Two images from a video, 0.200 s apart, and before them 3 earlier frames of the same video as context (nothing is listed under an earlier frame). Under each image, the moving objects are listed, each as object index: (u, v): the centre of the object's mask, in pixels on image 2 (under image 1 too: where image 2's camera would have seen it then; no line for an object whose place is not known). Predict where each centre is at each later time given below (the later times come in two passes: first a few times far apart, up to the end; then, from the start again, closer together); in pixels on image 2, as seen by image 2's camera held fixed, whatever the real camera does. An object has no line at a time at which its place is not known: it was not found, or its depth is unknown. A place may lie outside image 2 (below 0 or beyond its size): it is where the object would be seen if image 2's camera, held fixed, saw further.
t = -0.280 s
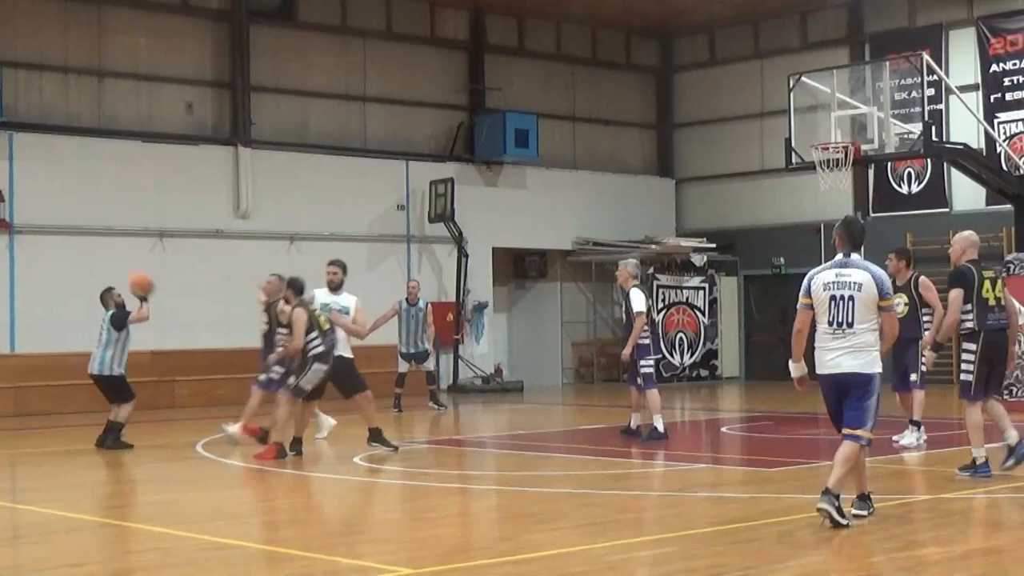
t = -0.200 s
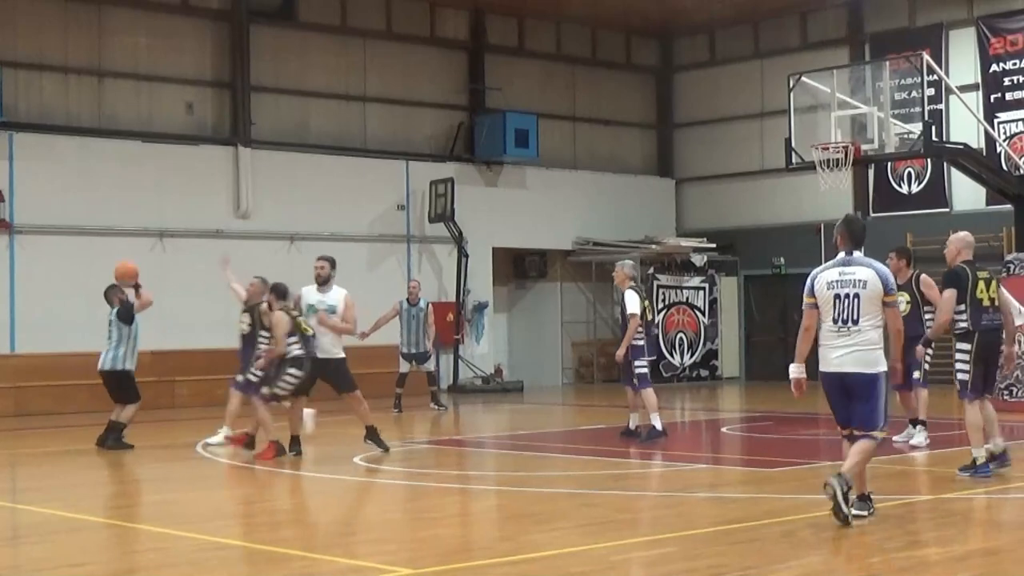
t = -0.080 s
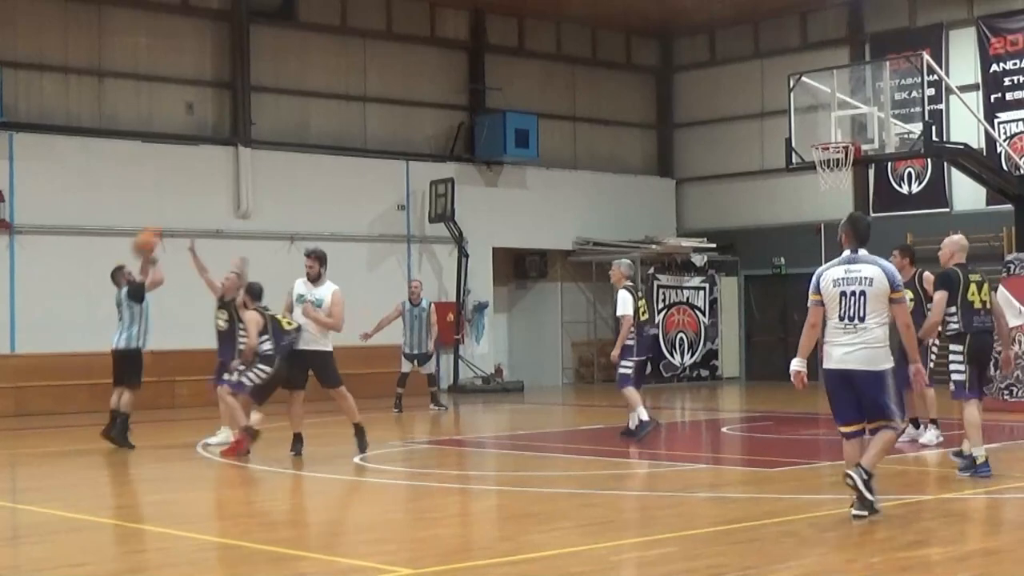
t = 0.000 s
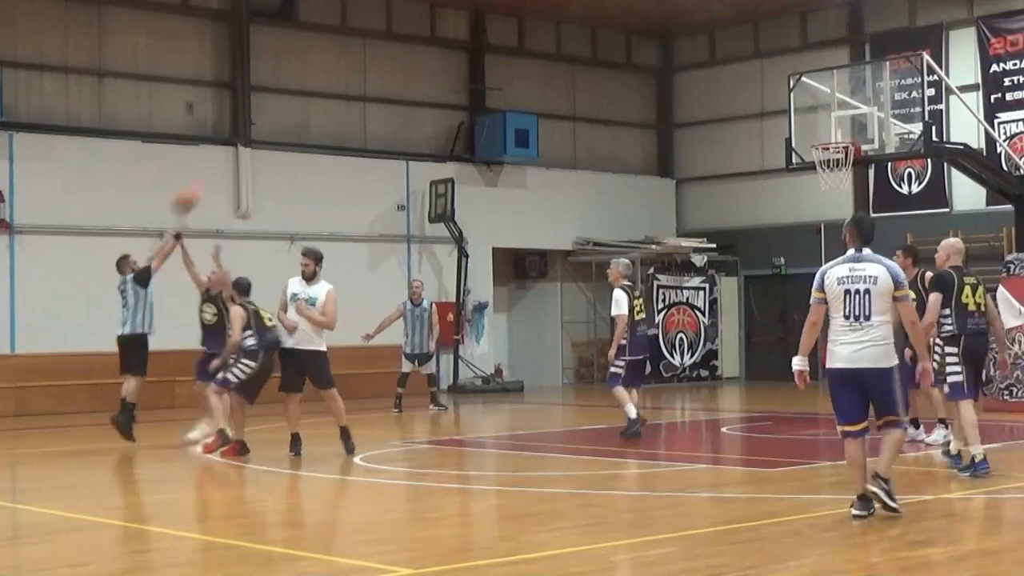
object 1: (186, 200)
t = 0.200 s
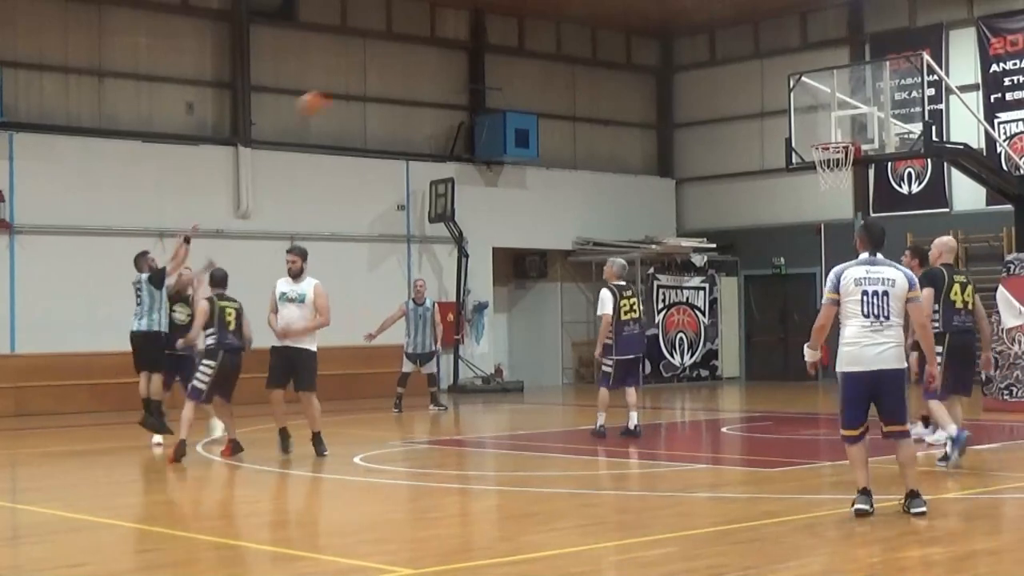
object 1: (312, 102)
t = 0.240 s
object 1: (337, 88)
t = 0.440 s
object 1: (453, 42)
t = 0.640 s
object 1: (568, 35)
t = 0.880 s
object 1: (700, 71)
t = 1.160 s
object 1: (765, 137)
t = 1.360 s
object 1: (666, 149)
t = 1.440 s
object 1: (627, 162)
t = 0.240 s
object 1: (337, 88)
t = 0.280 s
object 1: (359, 75)
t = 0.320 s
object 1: (385, 65)
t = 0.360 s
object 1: (407, 55)
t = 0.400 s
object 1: (430, 49)
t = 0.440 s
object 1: (453, 42)
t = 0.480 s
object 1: (476, 38)
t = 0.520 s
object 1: (500, 35)
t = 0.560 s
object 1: (522, 33)
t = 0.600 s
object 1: (545, 33)
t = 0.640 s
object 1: (568, 35)
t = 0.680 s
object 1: (590, 37)
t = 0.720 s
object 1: (612, 41)
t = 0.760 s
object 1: (634, 47)
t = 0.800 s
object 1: (655, 54)
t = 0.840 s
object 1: (677, 62)
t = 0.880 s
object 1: (700, 71)
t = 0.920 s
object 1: (720, 82)
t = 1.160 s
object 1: (765, 137)
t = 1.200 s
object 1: (745, 137)
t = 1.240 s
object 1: (726, 138)
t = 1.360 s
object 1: (666, 149)
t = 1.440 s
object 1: (627, 162)
